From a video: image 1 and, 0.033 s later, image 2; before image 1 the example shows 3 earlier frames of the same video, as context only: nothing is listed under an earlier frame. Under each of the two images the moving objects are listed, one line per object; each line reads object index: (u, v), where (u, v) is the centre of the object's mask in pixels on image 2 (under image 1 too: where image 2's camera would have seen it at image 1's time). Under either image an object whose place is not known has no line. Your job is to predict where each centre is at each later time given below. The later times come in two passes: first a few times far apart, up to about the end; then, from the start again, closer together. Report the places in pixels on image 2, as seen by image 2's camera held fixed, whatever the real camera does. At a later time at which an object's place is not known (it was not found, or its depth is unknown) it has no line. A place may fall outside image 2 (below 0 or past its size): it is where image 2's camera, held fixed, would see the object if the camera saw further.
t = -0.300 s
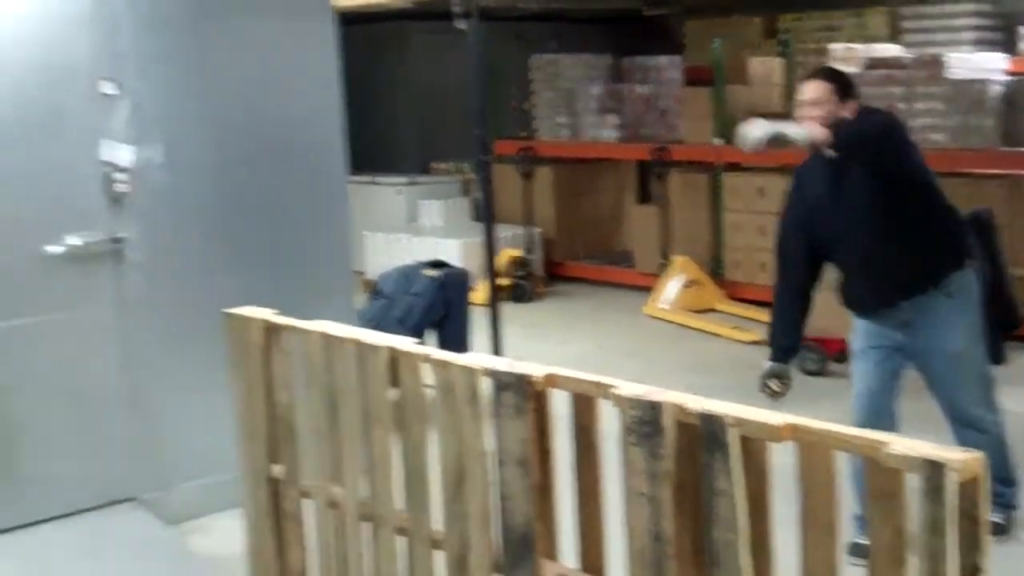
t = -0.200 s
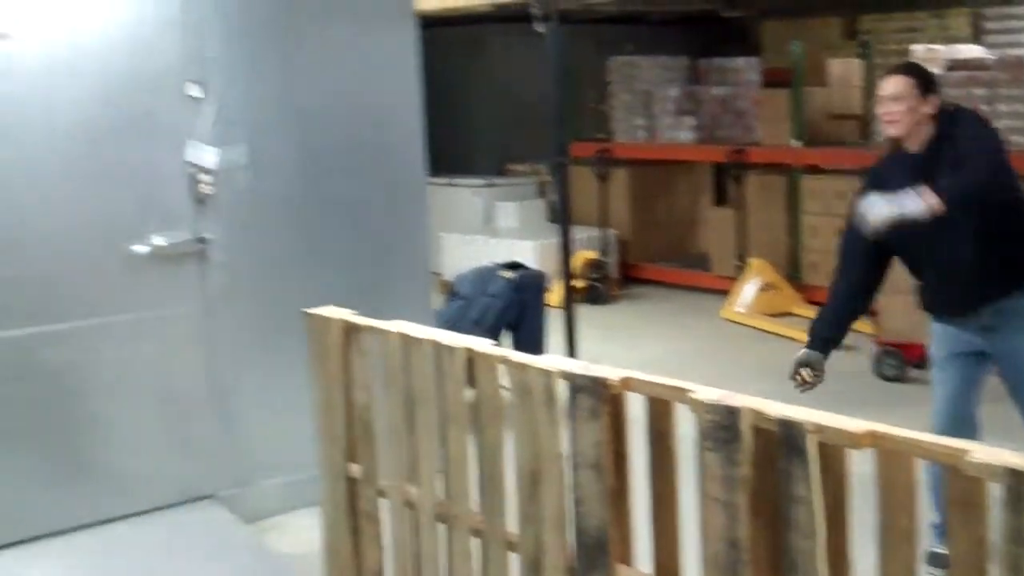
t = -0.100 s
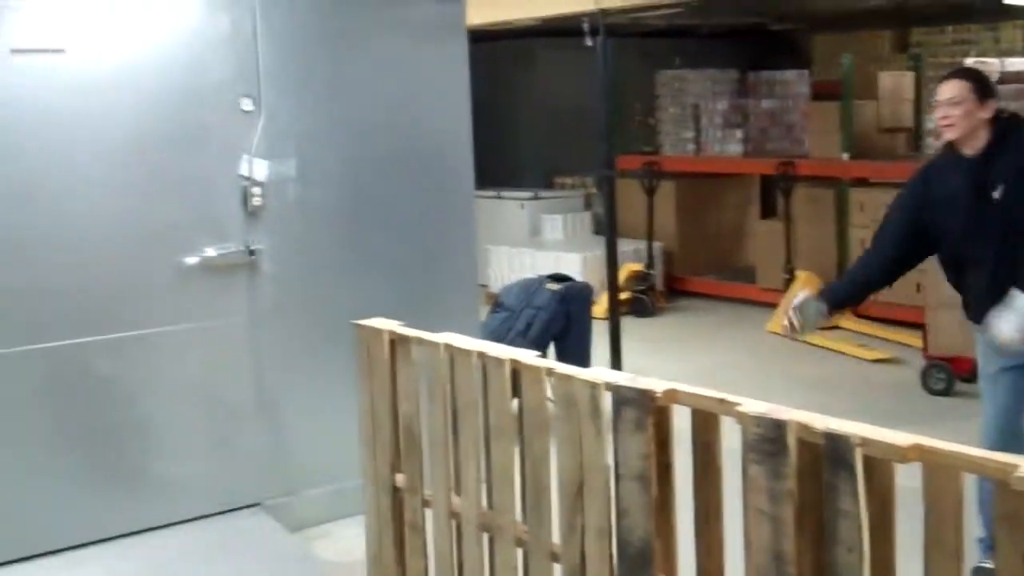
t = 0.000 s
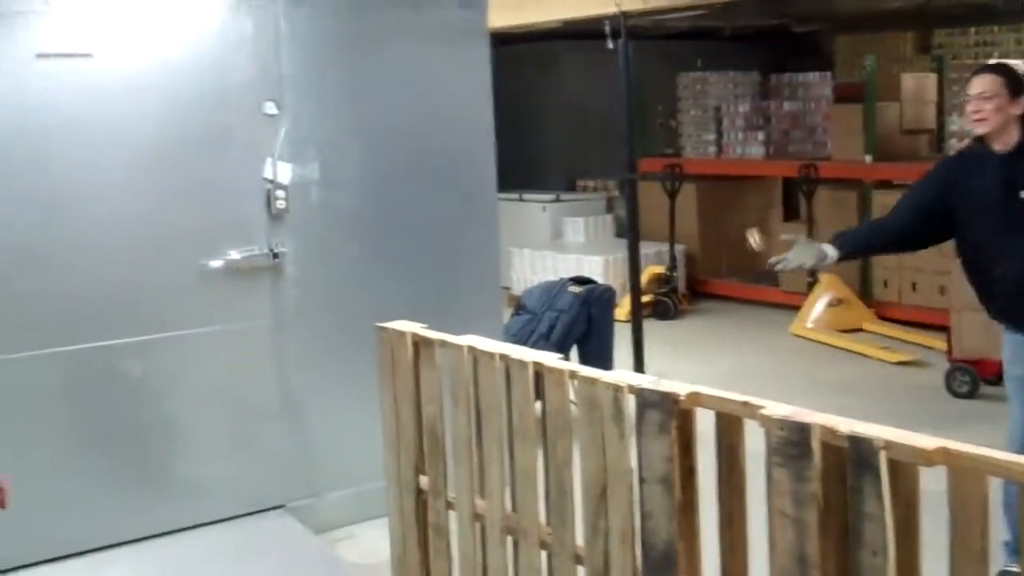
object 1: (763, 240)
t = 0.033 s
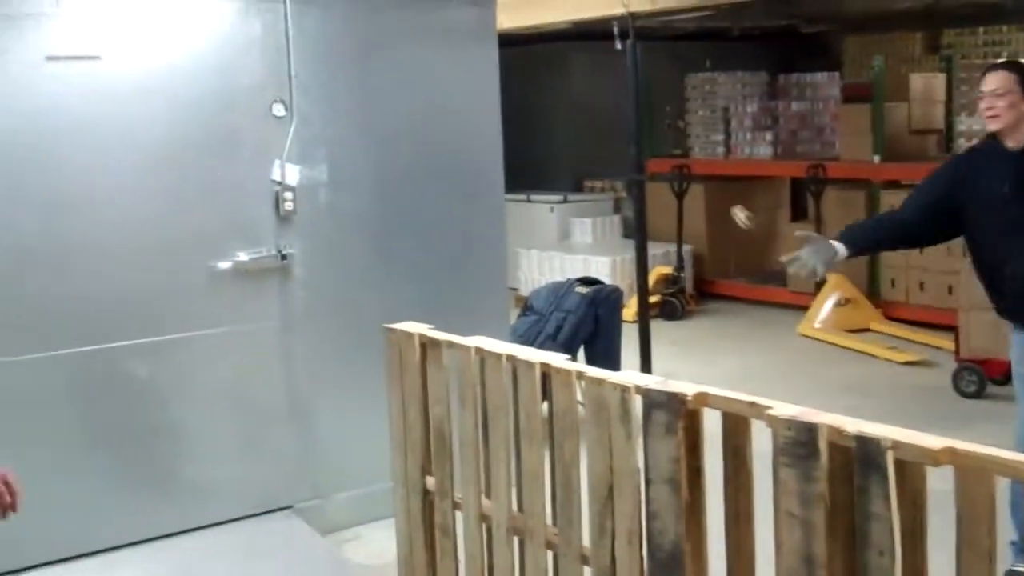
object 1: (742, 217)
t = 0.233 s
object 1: (599, 142)
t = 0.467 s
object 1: (396, 246)
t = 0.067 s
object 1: (720, 197)
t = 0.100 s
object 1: (697, 177)
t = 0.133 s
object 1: (674, 165)
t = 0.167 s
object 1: (649, 152)
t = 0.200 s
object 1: (625, 146)
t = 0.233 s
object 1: (599, 142)
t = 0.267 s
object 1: (574, 143)
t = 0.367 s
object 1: (489, 171)
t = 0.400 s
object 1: (459, 190)
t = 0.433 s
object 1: (428, 216)
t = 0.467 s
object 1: (396, 246)
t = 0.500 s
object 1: (363, 282)
